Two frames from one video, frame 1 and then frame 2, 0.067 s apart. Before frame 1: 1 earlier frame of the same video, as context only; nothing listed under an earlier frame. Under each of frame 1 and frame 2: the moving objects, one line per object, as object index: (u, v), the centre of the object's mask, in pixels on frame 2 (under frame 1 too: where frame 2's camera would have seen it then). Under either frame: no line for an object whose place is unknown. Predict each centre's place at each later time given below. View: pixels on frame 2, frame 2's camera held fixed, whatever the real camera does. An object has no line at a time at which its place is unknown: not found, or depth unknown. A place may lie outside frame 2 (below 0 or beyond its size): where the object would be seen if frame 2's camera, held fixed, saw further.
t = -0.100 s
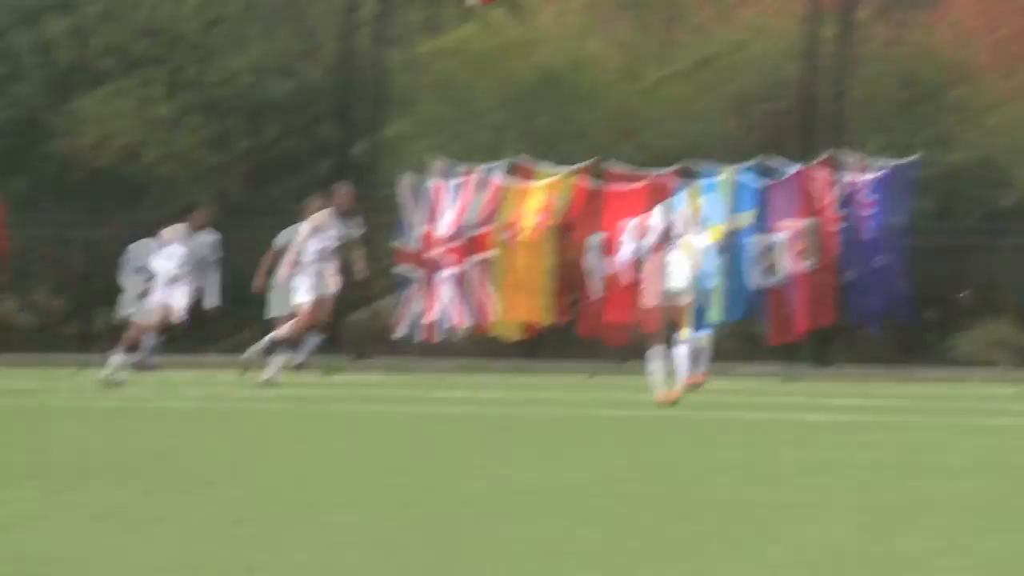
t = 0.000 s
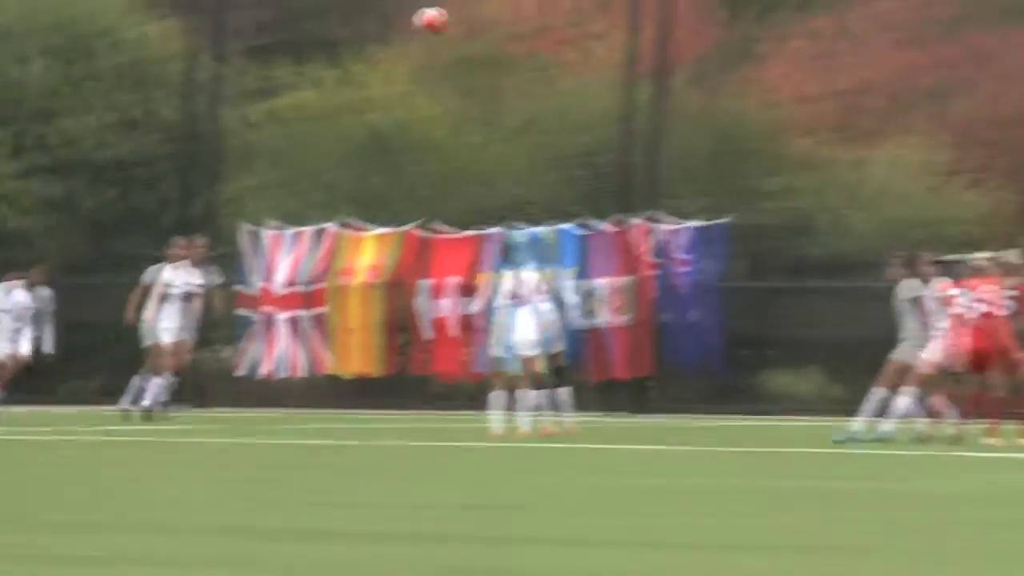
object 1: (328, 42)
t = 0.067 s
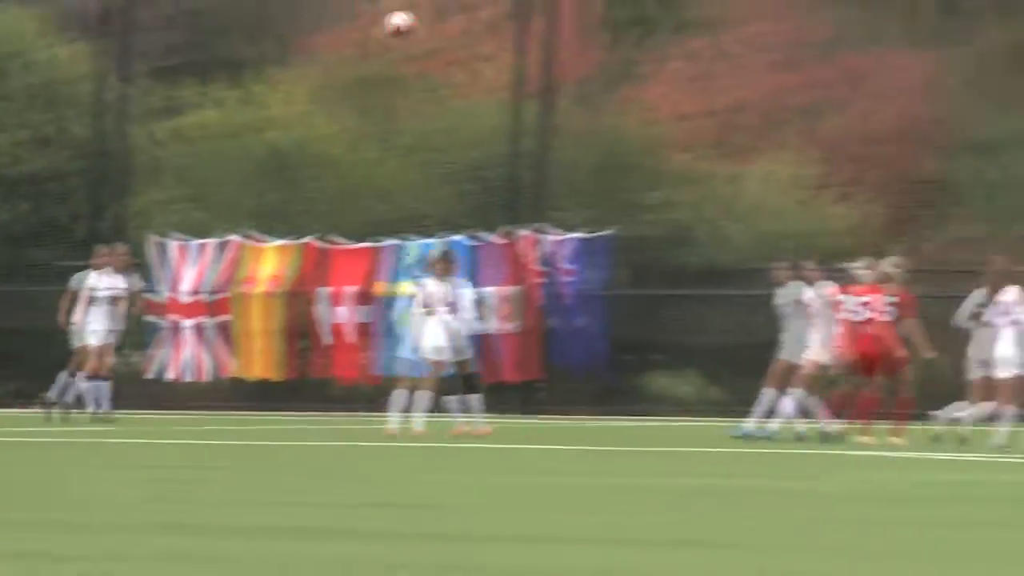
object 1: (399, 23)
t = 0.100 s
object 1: (436, 15)
